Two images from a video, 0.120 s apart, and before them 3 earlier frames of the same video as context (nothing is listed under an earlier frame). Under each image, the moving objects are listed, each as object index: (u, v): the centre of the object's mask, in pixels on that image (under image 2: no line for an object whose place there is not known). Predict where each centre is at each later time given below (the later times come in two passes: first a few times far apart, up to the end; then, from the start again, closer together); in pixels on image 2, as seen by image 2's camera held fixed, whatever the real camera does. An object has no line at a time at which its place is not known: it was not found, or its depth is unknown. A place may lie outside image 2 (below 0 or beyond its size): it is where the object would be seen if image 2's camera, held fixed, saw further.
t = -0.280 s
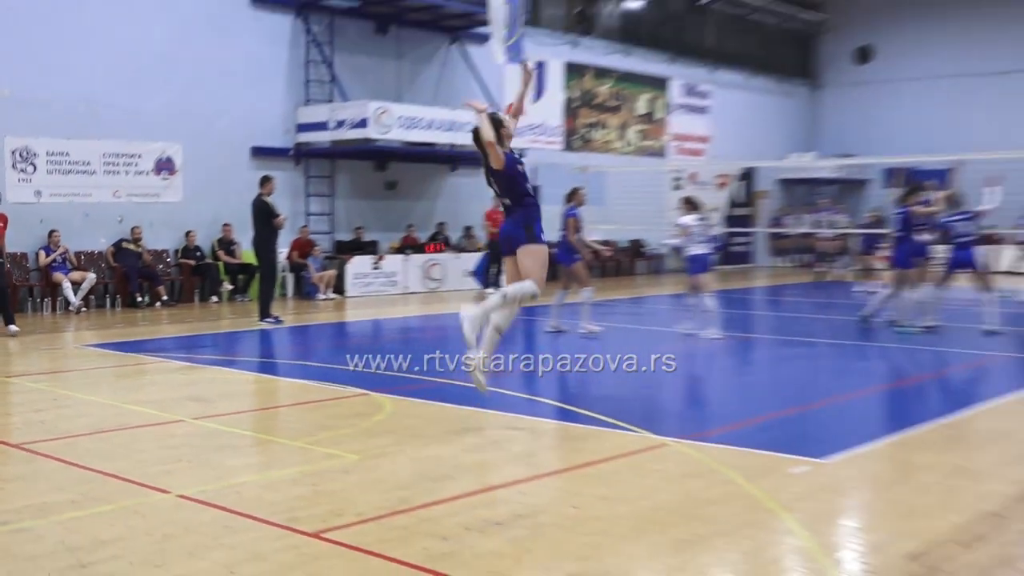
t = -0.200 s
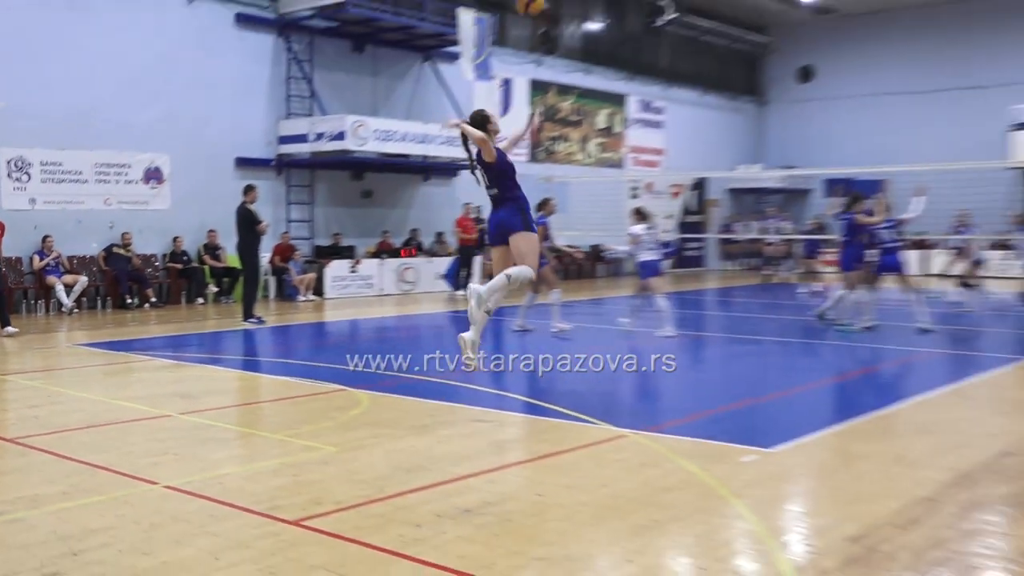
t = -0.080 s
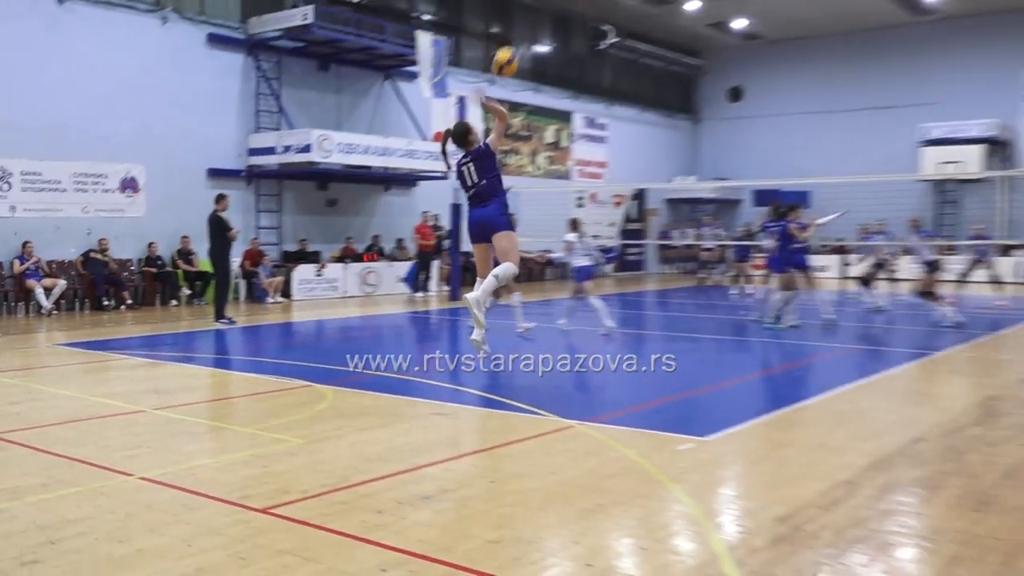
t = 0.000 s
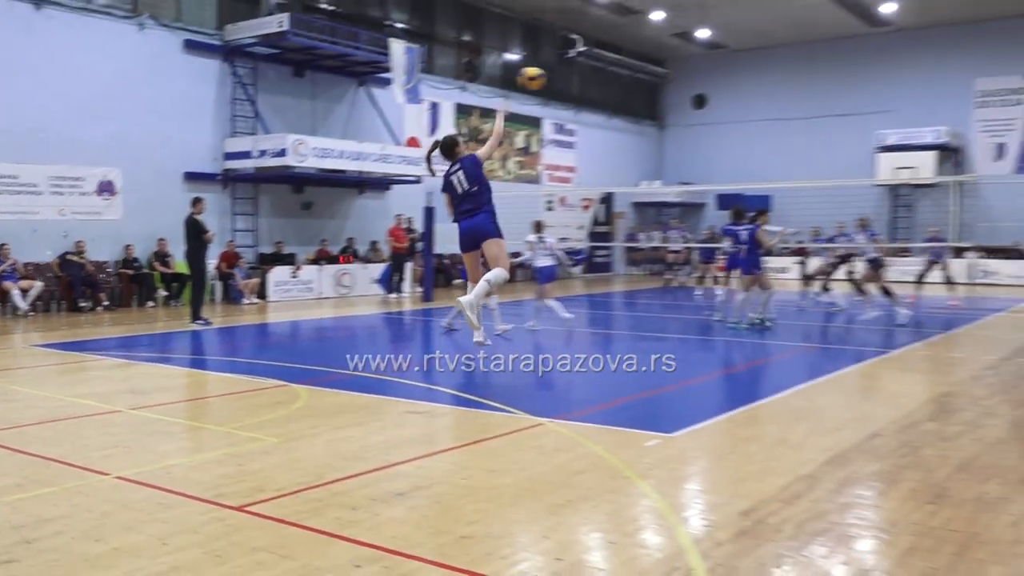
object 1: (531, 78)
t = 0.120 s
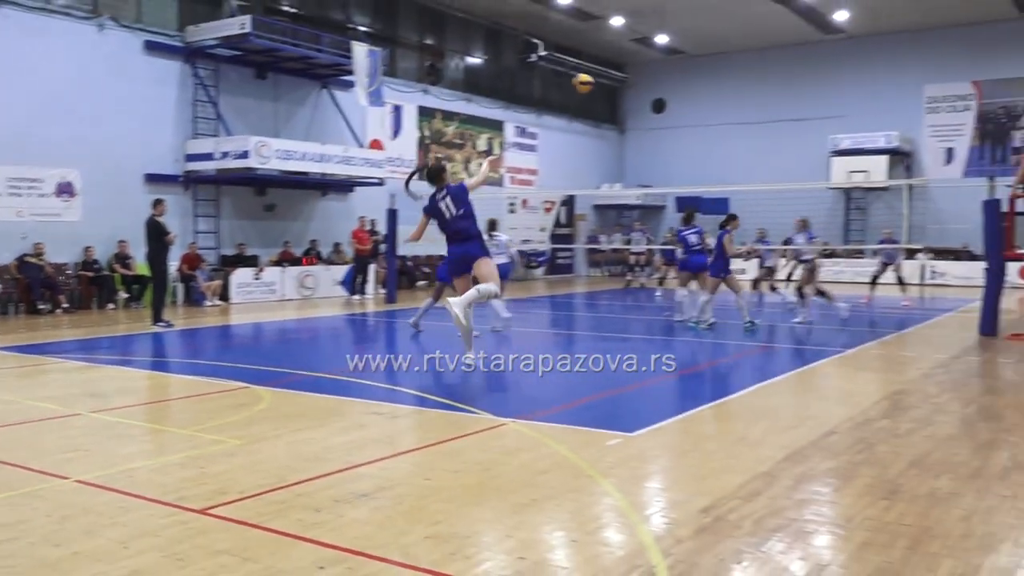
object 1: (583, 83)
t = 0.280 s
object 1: (665, 101)
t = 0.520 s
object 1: (745, 153)
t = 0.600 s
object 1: (765, 173)
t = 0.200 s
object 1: (629, 89)
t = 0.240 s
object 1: (648, 94)
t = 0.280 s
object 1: (665, 101)
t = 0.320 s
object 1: (681, 108)
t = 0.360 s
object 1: (696, 116)
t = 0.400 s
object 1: (709, 125)
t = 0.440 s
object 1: (721, 134)
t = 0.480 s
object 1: (733, 143)
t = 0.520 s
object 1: (745, 153)
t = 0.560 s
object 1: (755, 163)
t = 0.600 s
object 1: (765, 173)
